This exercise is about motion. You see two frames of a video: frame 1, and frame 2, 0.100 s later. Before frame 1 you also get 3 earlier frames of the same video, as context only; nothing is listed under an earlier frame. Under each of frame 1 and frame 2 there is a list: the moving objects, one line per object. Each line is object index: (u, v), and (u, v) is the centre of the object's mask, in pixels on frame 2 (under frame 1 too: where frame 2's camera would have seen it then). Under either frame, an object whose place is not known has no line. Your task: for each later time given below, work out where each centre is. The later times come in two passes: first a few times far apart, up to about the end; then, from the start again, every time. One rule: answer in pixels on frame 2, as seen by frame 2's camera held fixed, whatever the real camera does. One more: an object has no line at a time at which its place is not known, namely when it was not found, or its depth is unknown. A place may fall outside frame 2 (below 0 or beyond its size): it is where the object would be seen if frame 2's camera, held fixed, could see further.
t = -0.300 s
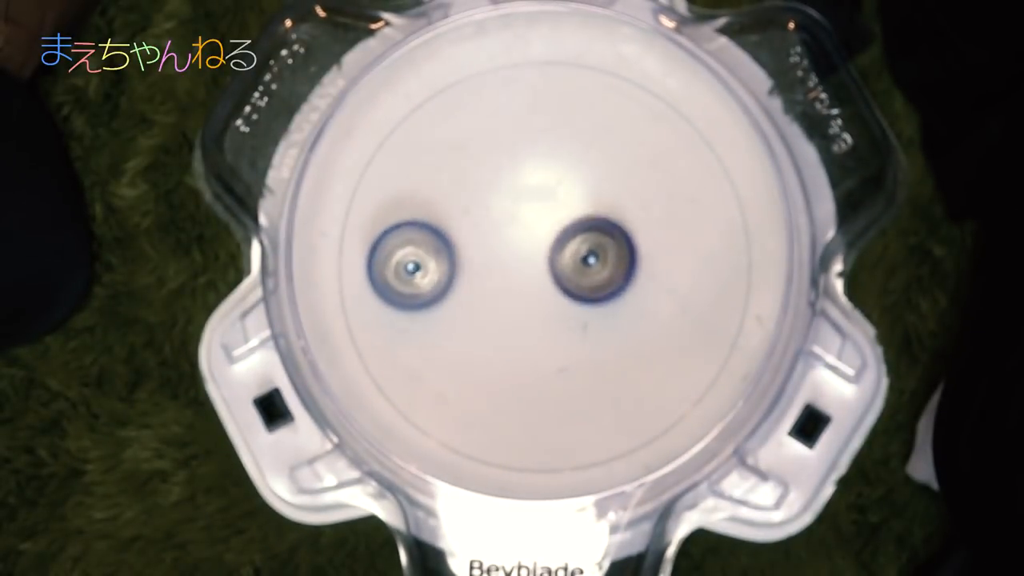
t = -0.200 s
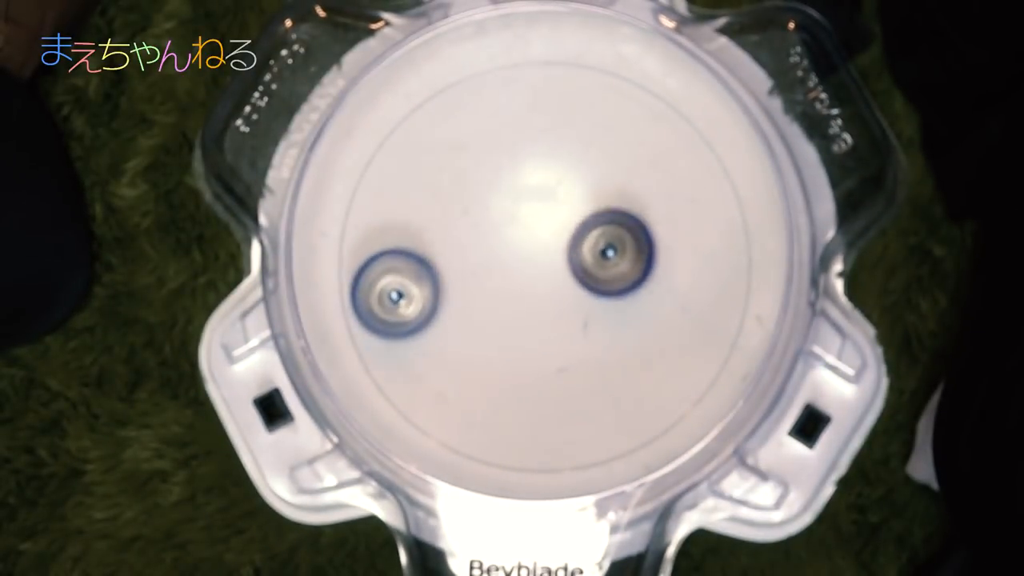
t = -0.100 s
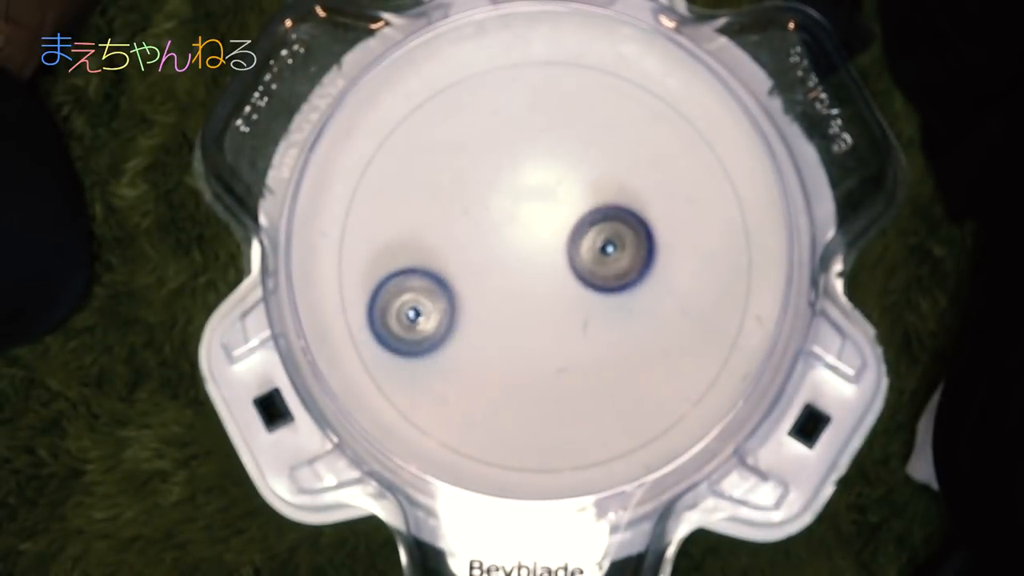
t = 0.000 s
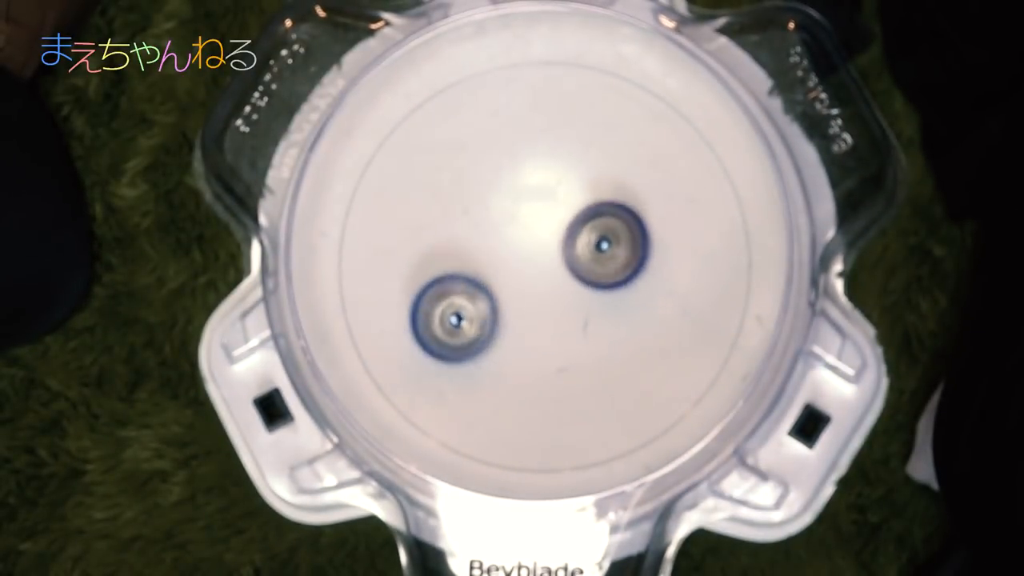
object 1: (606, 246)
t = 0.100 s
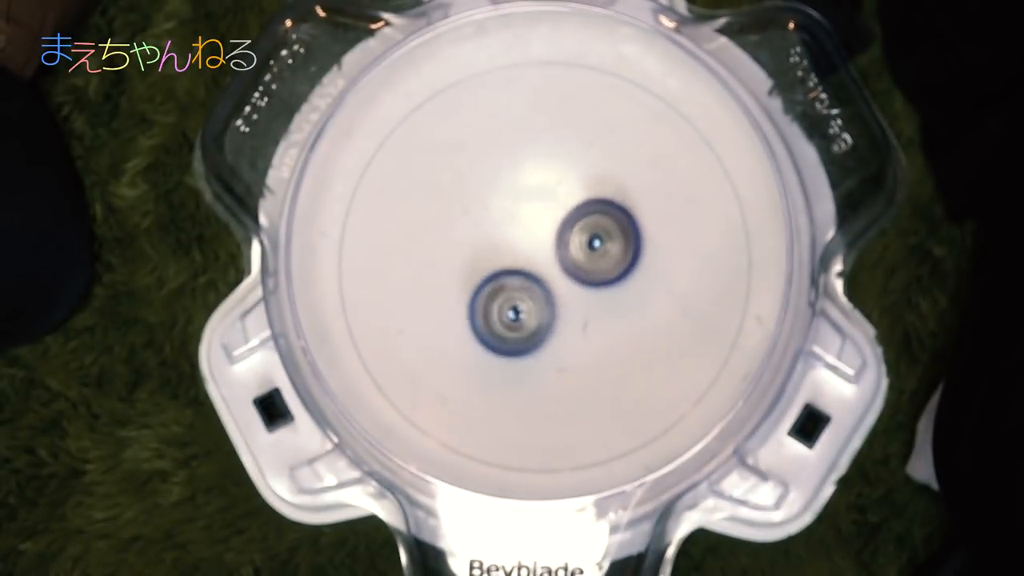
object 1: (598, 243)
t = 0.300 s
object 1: (663, 90)
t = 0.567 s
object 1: (620, 123)
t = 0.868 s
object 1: (518, 81)
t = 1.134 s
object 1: (516, 255)
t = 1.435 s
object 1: (521, 346)
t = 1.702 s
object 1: (519, 277)
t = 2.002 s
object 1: (558, 298)
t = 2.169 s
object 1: (557, 278)
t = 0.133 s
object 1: (596, 241)
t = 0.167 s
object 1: (618, 199)
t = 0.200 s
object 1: (637, 159)
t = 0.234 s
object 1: (652, 127)
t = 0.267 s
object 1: (661, 104)
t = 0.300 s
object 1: (663, 90)
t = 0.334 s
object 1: (662, 83)
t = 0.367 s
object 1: (660, 79)
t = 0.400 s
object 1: (656, 78)
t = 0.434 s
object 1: (650, 82)
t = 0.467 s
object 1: (645, 86)
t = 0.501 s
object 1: (639, 94)
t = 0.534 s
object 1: (630, 107)
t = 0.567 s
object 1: (620, 123)
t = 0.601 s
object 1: (608, 141)
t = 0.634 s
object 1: (597, 161)
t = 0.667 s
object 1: (585, 183)
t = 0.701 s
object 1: (571, 174)
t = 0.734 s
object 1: (553, 119)
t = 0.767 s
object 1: (543, 87)
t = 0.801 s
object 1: (534, 75)
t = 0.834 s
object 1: (525, 74)
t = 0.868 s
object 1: (518, 81)
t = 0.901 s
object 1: (511, 91)
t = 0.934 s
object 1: (508, 107)
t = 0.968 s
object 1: (505, 128)
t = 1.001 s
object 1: (505, 150)
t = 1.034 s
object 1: (506, 175)
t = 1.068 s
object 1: (509, 202)
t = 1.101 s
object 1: (512, 229)
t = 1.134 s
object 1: (516, 255)
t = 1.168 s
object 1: (523, 278)
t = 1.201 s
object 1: (519, 297)
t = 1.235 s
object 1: (519, 307)
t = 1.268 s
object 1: (520, 324)
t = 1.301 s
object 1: (521, 337)
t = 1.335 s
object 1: (523, 346)
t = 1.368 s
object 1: (524, 347)
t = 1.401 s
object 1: (523, 348)
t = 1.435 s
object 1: (521, 346)
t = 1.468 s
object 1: (518, 339)
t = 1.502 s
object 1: (513, 330)
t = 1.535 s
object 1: (510, 321)
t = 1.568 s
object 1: (507, 310)
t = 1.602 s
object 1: (508, 296)
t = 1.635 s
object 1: (509, 281)
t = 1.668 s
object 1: (513, 269)
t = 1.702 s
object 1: (519, 277)
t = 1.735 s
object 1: (529, 286)
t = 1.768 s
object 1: (533, 294)
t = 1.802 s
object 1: (539, 301)
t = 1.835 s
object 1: (544, 304)
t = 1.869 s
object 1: (547, 305)
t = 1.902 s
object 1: (552, 306)
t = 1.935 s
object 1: (553, 304)
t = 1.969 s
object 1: (556, 303)
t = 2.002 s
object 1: (558, 298)
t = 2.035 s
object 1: (559, 296)
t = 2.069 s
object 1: (557, 293)
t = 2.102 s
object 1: (562, 286)
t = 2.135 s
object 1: (561, 283)
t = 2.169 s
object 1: (557, 278)
